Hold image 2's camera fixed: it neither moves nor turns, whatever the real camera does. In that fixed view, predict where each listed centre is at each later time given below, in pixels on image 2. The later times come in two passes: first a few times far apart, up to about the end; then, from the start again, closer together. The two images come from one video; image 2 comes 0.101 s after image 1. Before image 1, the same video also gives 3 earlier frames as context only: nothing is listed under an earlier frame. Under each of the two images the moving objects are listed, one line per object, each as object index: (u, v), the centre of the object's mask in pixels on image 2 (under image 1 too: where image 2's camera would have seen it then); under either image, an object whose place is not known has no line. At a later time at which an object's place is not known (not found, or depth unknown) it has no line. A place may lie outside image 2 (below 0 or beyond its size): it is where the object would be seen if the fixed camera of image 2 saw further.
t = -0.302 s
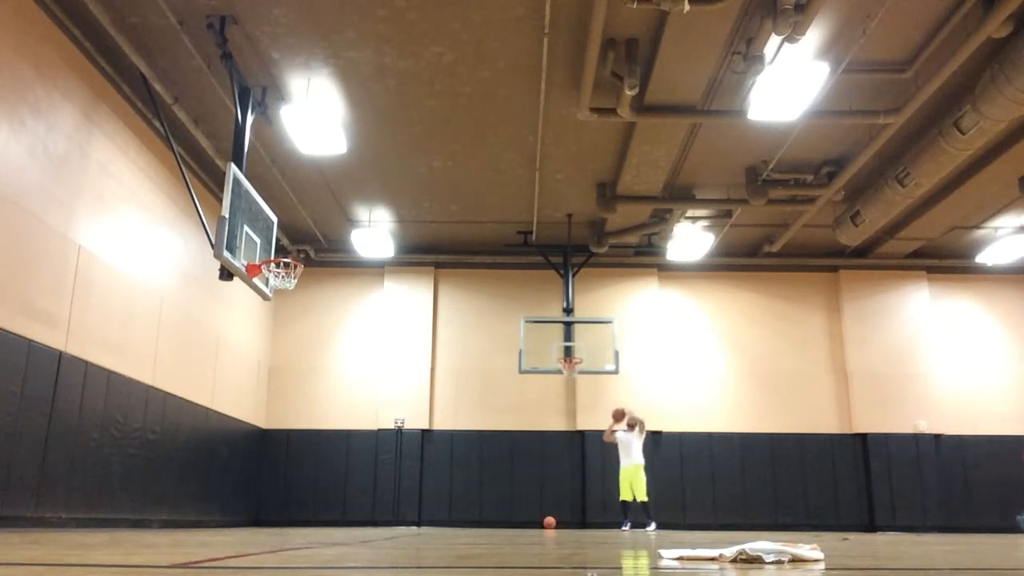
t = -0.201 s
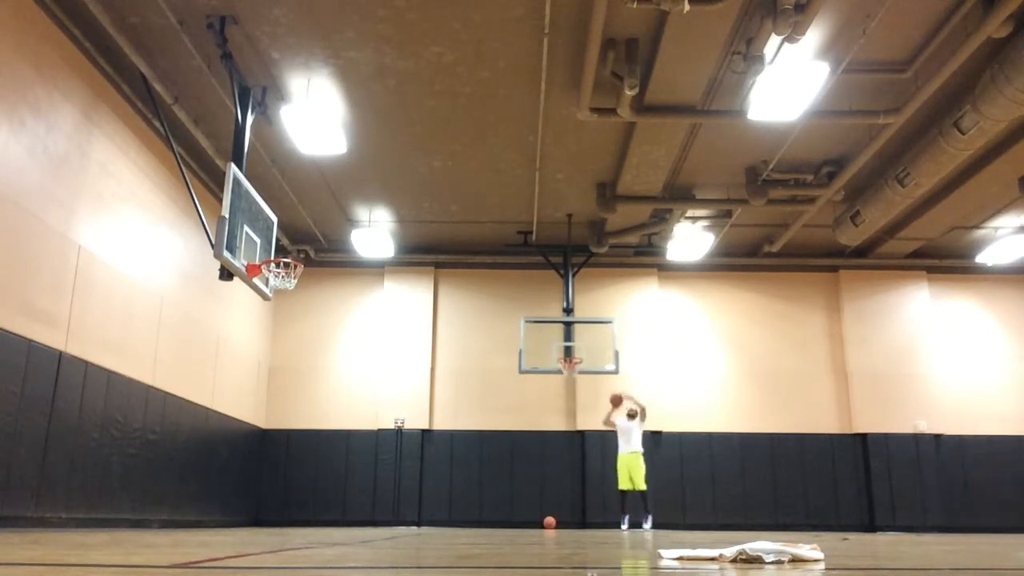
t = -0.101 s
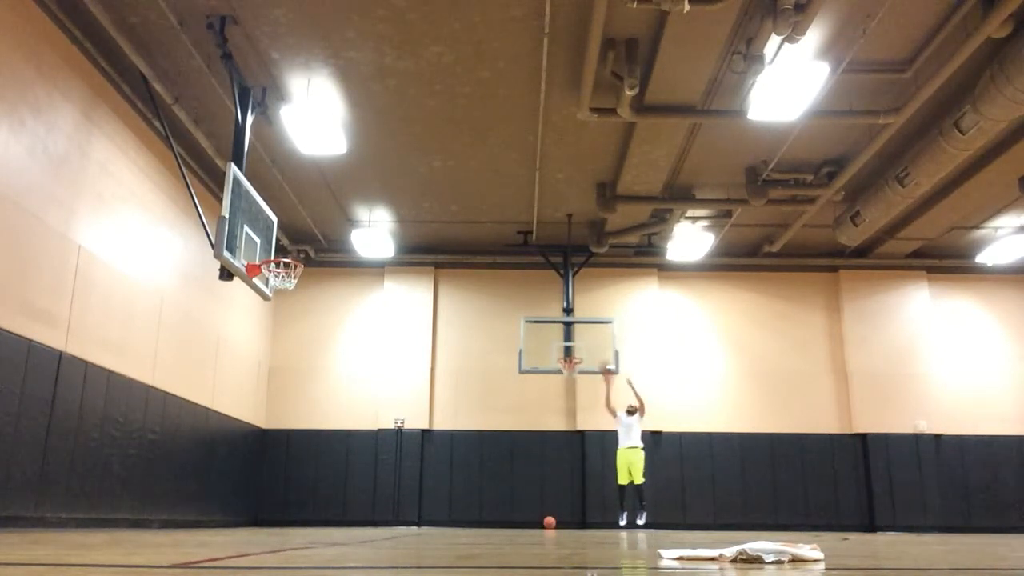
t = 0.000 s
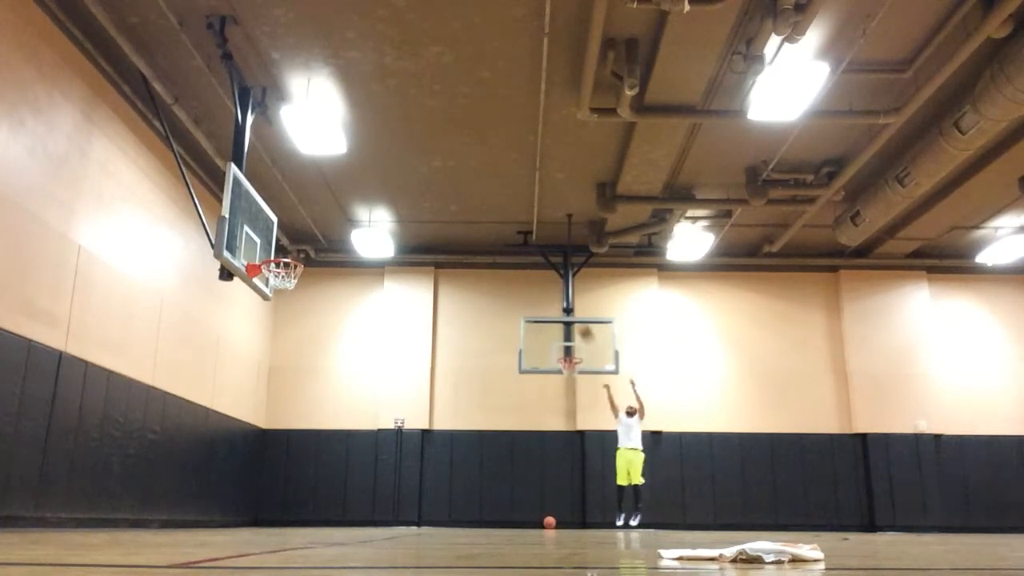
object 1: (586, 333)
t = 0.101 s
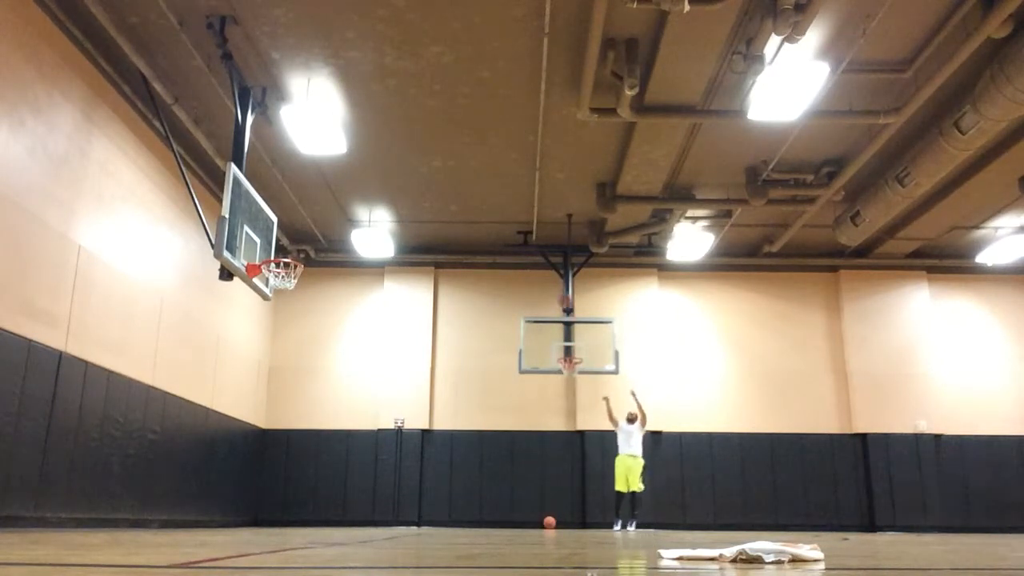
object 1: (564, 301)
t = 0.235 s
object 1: (534, 263)
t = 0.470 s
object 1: (474, 222)
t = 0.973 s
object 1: (330, 243)
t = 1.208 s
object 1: (339, 236)
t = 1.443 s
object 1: (390, 235)
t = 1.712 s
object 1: (443, 297)
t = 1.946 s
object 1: (495, 410)
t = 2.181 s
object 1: (545, 475)
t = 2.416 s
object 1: (578, 367)
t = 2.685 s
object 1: (619, 316)
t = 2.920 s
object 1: (659, 335)
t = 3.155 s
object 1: (705, 419)
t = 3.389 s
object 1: (761, 479)
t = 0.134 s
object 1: (557, 290)
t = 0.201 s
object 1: (541, 270)
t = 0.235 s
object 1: (534, 263)
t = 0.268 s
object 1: (527, 255)
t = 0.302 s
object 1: (519, 249)
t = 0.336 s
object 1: (510, 242)
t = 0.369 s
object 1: (502, 237)
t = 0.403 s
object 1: (492, 231)
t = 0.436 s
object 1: (482, 225)
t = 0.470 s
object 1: (474, 222)
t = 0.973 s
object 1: (330, 243)
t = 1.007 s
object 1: (316, 250)
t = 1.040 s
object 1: (307, 257)
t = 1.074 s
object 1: (312, 253)
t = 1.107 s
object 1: (320, 247)
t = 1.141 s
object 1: (326, 243)
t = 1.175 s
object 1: (335, 239)
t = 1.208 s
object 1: (339, 236)
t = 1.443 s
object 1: (390, 235)
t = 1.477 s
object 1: (400, 242)
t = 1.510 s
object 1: (404, 247)
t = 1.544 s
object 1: (409, 250)
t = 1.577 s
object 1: (417, 258)
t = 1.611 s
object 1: (422, 266)
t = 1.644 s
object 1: (427, 274)
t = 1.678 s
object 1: (436, 285)
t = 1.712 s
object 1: (443, 297)
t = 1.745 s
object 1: (451, 309)
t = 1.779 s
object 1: (458, 322)
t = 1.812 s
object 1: (465, 337)
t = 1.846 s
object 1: (473, 353)
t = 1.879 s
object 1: (480, 369)
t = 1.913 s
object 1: (487, 388)
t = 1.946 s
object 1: (495, 410)
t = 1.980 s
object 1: (505, 434)
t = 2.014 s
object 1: (512, 455)
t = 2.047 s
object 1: (521, 480)
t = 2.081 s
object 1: (529, 505)
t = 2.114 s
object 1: (536, 513)
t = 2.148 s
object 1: (540, 495)
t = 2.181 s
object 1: (545, 475)
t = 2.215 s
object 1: (550, 456)
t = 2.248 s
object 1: (554, 443)
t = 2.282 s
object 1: (559, 420)
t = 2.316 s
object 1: (564, 404)
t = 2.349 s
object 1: (569, 391)
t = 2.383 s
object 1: (573, 380)
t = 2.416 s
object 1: (578, 367)
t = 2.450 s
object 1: (584, 356)
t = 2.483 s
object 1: (589, 347)
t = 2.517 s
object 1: (593, 340)
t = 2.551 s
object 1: (599, 333)
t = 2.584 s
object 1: (603, 327)
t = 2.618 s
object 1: (609, 322)
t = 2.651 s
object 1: (614, 319)
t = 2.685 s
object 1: (619, 316)
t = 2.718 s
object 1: (625, 315)
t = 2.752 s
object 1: (630, 315)
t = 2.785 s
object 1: (635, 317)
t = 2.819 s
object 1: (641, 319)
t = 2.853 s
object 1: (647, 323)
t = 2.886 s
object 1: (653, 328)
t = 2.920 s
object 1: (659, 335)
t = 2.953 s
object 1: (665, 343)
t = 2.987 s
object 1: (672, 352)
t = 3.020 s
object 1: (678, 363)
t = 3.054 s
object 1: (685, 374)
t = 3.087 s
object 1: (692, 388)
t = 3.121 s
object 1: (699, 403)
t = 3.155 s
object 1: (705, 419)
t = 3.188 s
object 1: (715, 441)
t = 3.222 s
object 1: (722, 460)
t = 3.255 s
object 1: (730, 484)
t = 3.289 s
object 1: (738, 507)
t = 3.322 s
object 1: (747, 513)
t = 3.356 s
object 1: (754, 498)
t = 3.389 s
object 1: (761, 479)
